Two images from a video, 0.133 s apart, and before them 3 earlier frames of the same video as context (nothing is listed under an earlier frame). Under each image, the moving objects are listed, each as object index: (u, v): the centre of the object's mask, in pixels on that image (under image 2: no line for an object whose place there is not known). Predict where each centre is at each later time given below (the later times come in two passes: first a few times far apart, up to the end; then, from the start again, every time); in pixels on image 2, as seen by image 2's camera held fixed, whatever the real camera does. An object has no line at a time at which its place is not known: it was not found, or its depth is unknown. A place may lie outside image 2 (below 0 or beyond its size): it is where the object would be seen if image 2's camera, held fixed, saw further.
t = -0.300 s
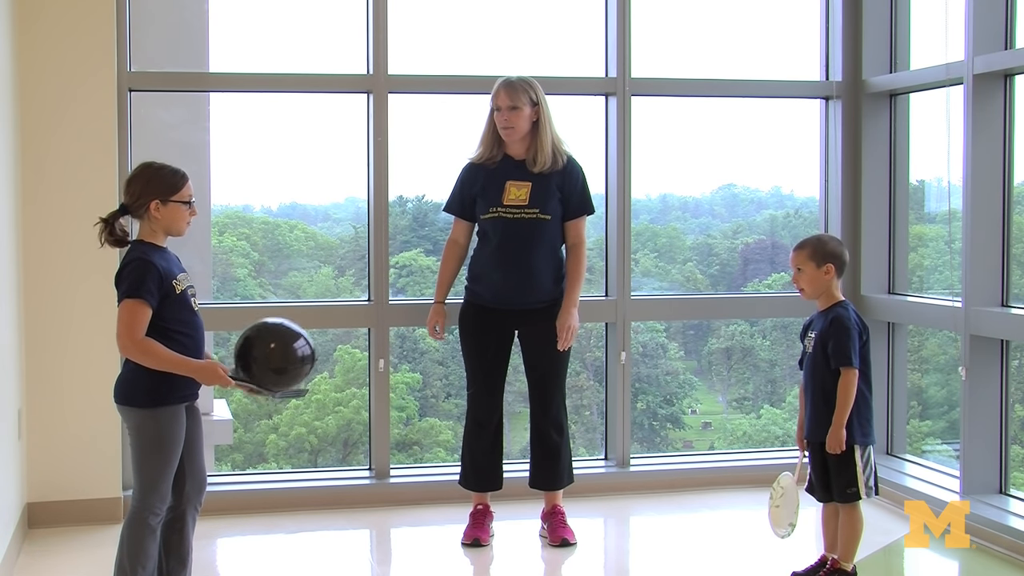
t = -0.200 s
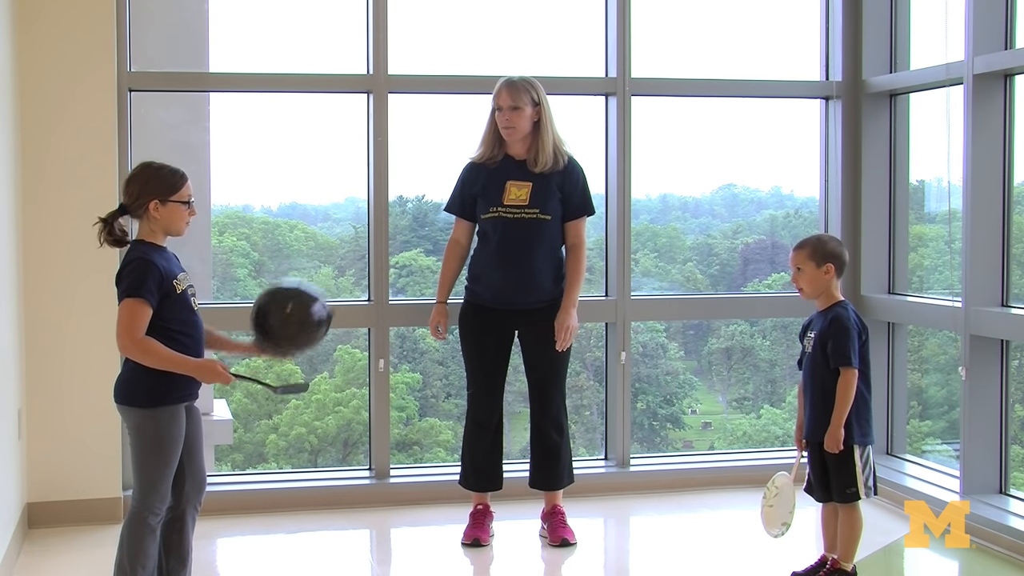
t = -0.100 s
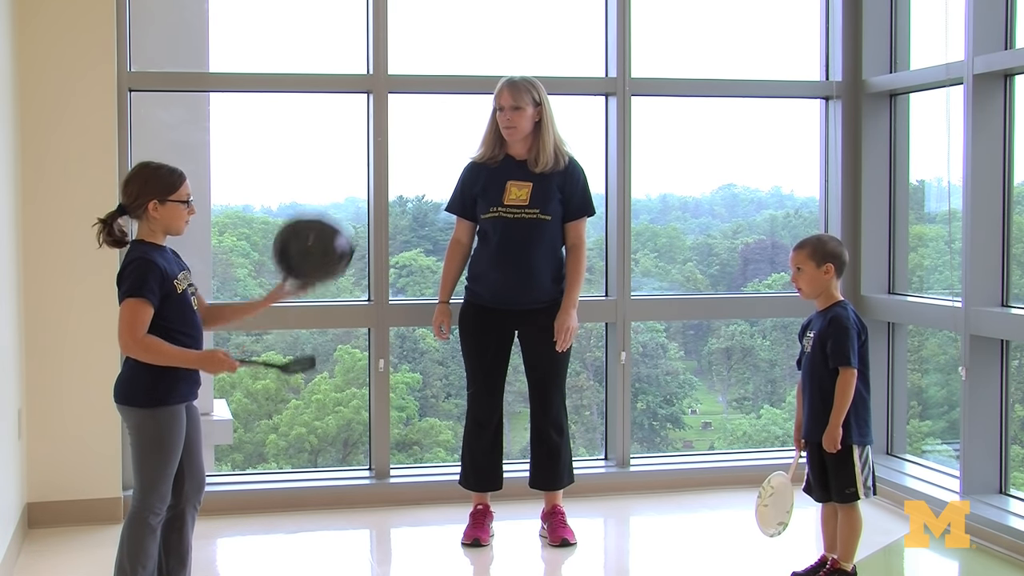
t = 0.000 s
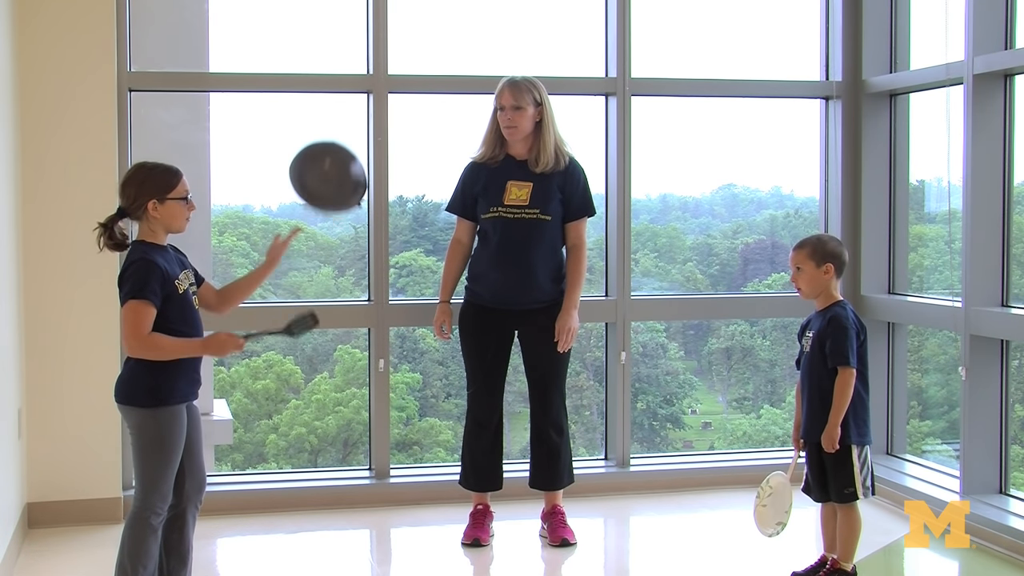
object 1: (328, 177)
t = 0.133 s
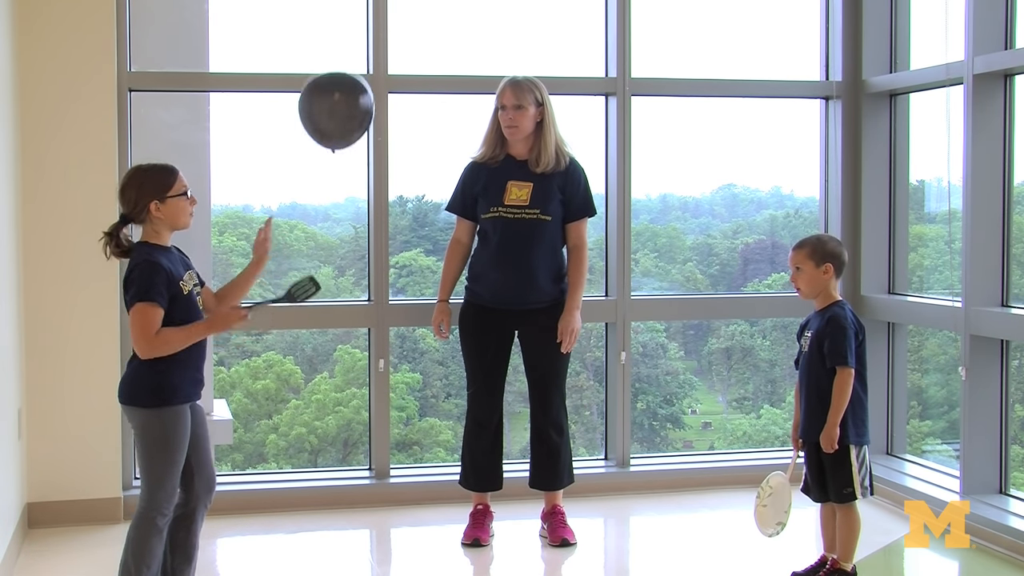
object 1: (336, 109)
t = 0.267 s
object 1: (334, 73)
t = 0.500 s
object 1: (331, 54)
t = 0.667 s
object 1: (336, 63)
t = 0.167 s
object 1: (336, 98)
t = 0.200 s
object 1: (336, 88)
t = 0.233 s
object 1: (335, 79)
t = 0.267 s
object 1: (334, 73)
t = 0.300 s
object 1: (333, 67)
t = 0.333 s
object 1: (332, 63)
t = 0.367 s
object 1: (332, 59)
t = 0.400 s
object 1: (331, 57)
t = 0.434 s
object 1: (331, 55)
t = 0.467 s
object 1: (331, 54)
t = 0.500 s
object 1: (331, 54)
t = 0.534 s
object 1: (331, 55)
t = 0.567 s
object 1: (332, 56)
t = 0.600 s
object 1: (333, 57)
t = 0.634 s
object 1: (335, 60)
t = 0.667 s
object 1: (336, 63)
